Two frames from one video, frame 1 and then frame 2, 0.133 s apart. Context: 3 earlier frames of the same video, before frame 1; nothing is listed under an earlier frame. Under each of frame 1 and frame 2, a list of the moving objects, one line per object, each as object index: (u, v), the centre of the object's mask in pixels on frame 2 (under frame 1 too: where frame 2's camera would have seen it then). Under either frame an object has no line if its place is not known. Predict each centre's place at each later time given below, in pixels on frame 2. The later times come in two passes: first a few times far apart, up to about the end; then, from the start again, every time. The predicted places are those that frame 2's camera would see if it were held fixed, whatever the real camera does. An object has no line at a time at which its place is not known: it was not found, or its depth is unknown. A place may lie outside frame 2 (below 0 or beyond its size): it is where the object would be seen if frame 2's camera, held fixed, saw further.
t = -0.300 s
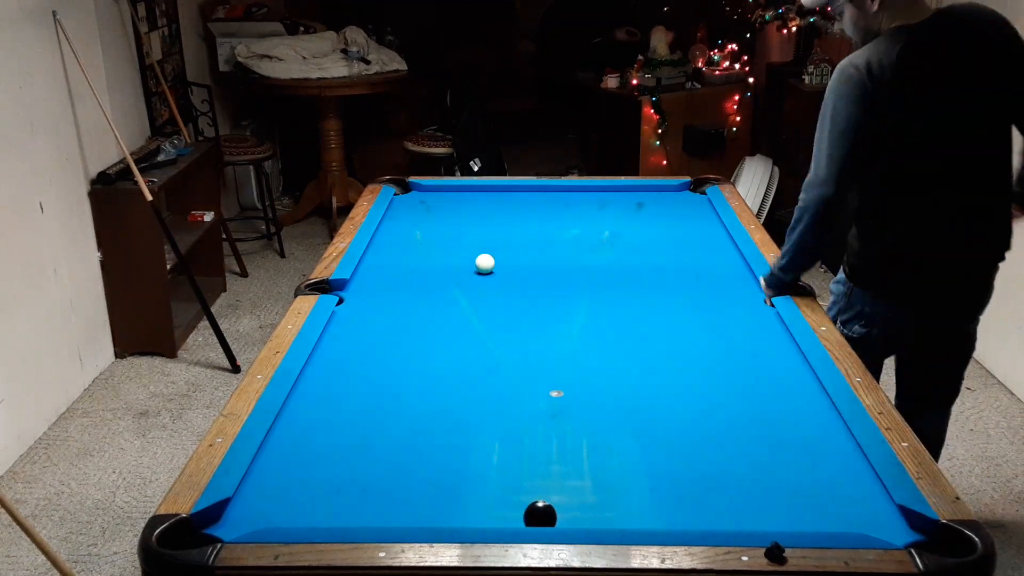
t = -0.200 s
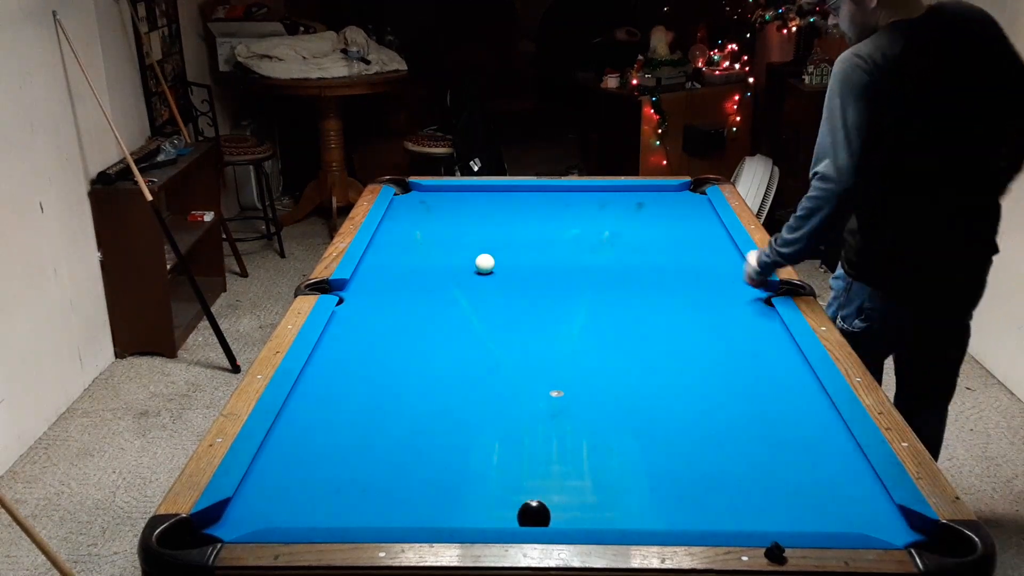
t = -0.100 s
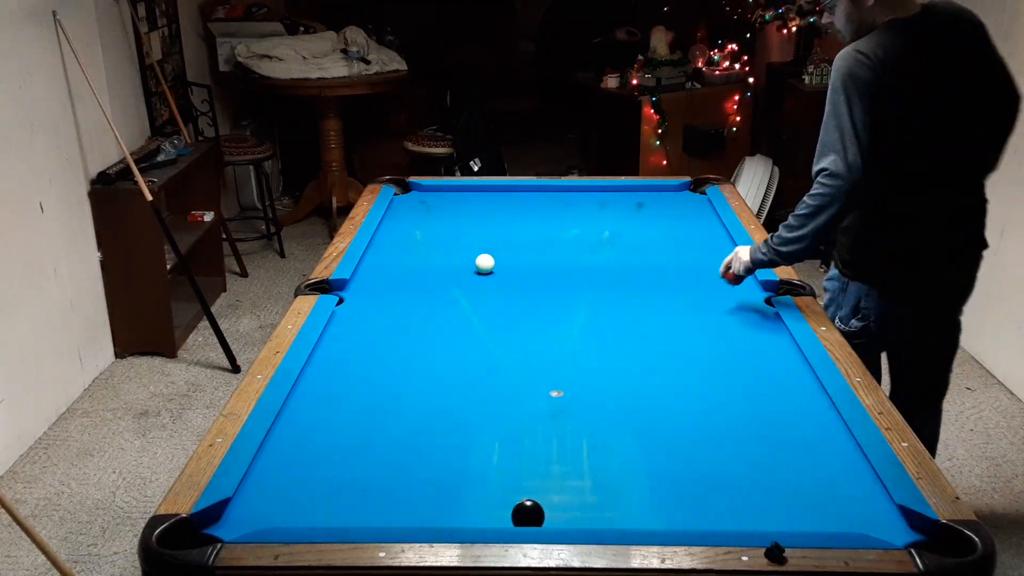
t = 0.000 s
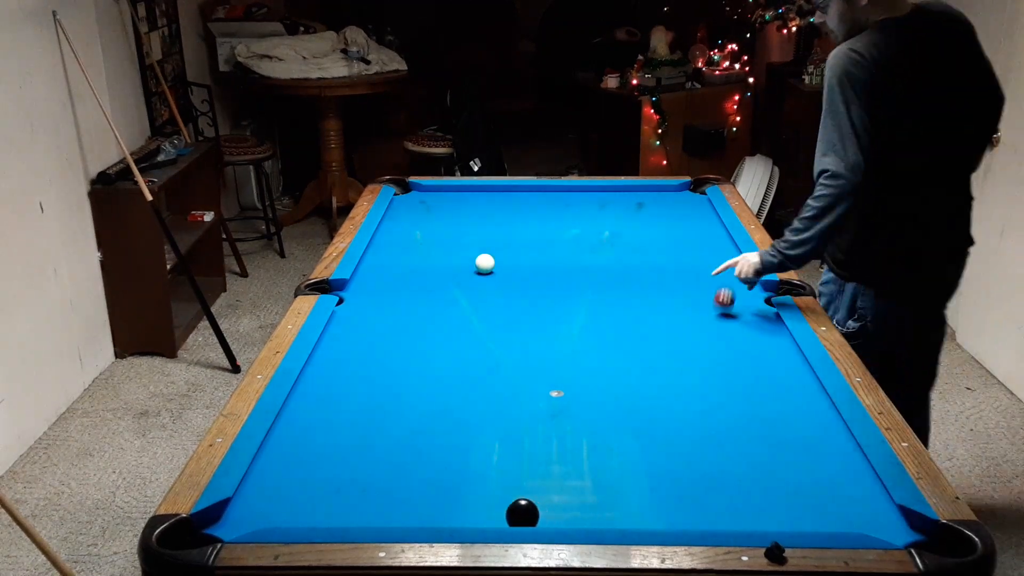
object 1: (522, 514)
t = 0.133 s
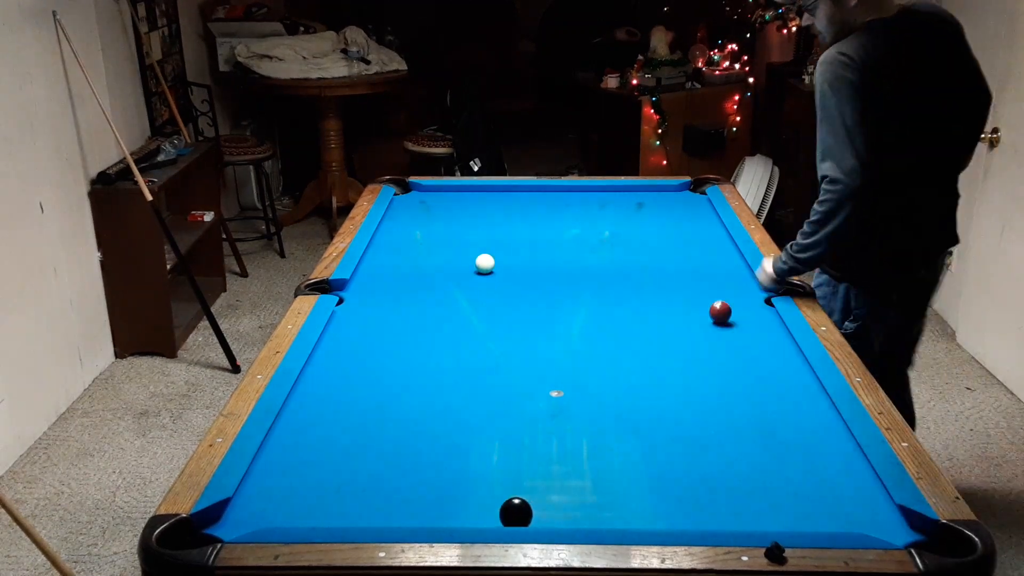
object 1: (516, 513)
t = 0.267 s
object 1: (510, 512)
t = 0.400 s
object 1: (505, 512)
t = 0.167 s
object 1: (514, 512)
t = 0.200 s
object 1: (513, 512)
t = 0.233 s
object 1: (512, 512)
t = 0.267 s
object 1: (510, 512)
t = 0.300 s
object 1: (509, 512)
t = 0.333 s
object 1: (508, 512)
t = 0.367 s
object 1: (506, 512)
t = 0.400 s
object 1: (505, 512)
